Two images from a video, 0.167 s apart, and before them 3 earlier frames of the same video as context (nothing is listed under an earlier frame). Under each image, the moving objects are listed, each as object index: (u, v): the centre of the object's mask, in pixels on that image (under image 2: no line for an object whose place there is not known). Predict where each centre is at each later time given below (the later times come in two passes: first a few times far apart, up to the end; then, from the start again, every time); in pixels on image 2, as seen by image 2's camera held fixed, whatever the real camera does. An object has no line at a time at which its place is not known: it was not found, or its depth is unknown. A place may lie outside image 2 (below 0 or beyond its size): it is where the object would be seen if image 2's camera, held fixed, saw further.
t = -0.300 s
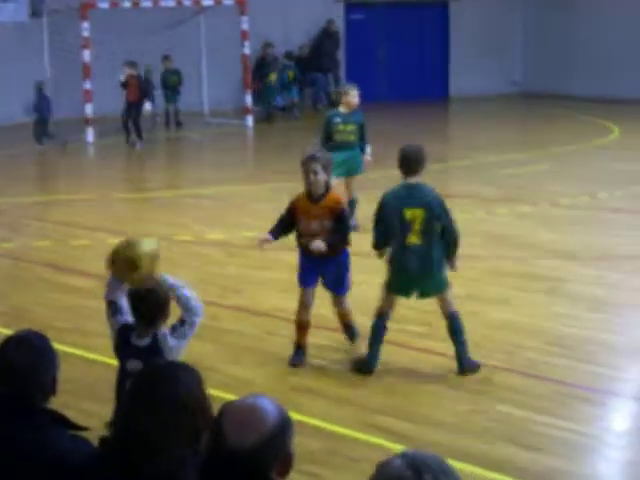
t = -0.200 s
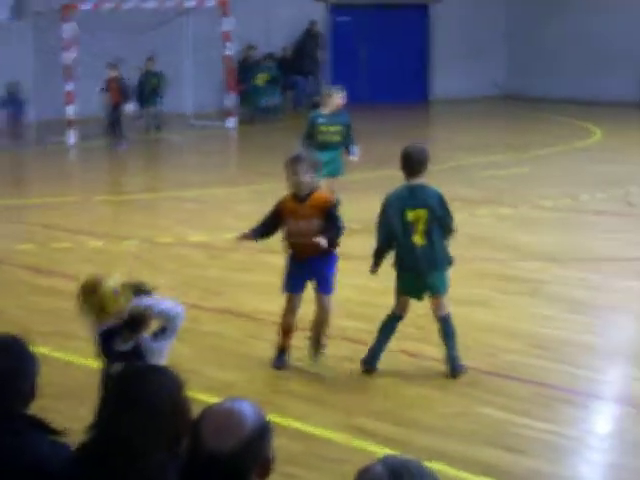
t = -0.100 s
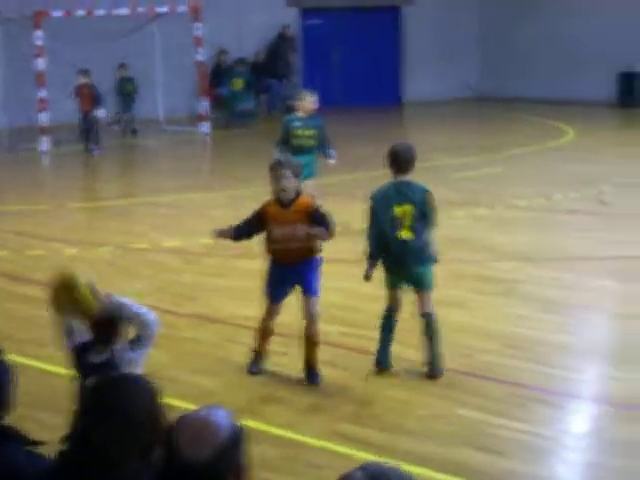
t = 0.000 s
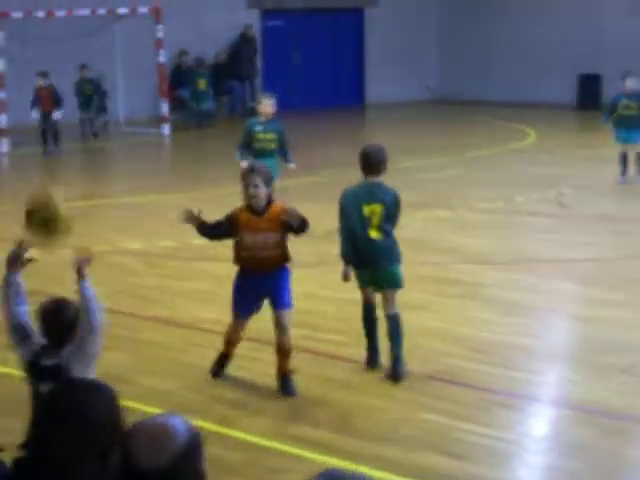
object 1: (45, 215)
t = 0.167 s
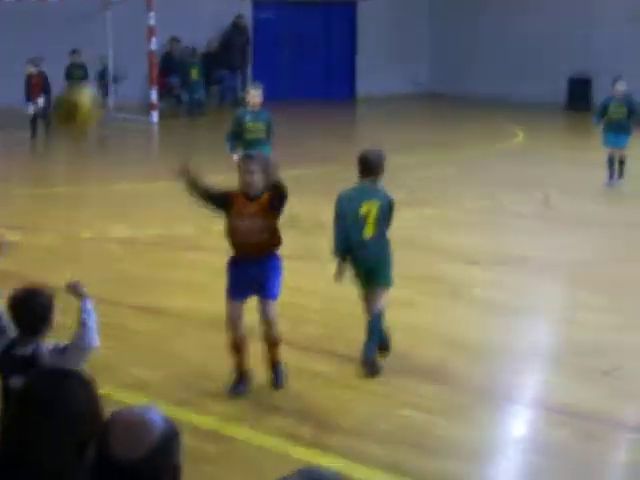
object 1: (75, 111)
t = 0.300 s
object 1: (105, 90)
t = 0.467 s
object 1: (138, 120)
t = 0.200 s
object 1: (83, 100)
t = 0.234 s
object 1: (89, 96)
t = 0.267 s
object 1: (99, 91)
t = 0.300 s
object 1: (105, 90)
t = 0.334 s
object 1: (112, 91)
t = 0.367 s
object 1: (119, 95)
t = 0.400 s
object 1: (126, 98)
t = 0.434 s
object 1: (134, 110)
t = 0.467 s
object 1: (138, 120)
